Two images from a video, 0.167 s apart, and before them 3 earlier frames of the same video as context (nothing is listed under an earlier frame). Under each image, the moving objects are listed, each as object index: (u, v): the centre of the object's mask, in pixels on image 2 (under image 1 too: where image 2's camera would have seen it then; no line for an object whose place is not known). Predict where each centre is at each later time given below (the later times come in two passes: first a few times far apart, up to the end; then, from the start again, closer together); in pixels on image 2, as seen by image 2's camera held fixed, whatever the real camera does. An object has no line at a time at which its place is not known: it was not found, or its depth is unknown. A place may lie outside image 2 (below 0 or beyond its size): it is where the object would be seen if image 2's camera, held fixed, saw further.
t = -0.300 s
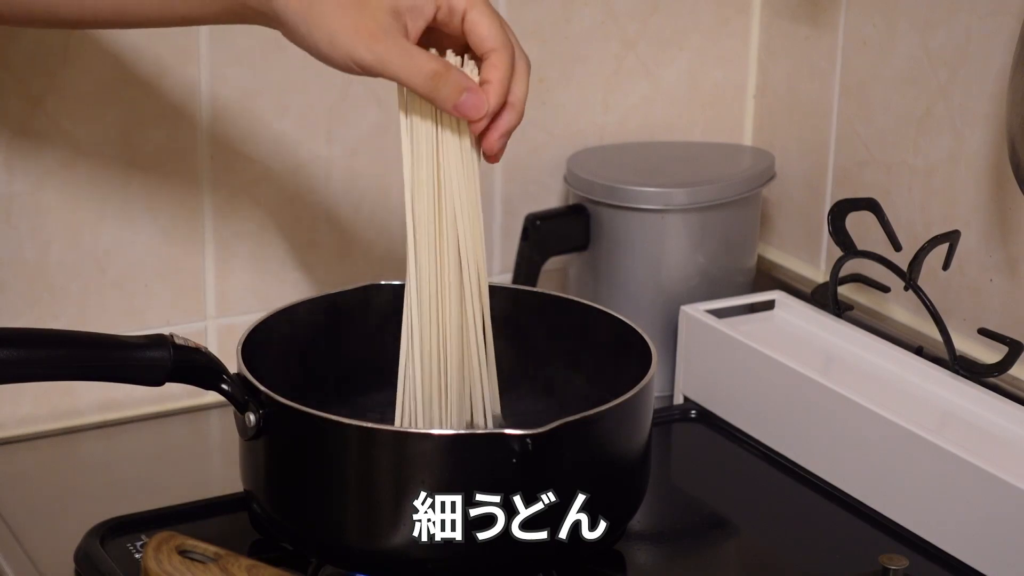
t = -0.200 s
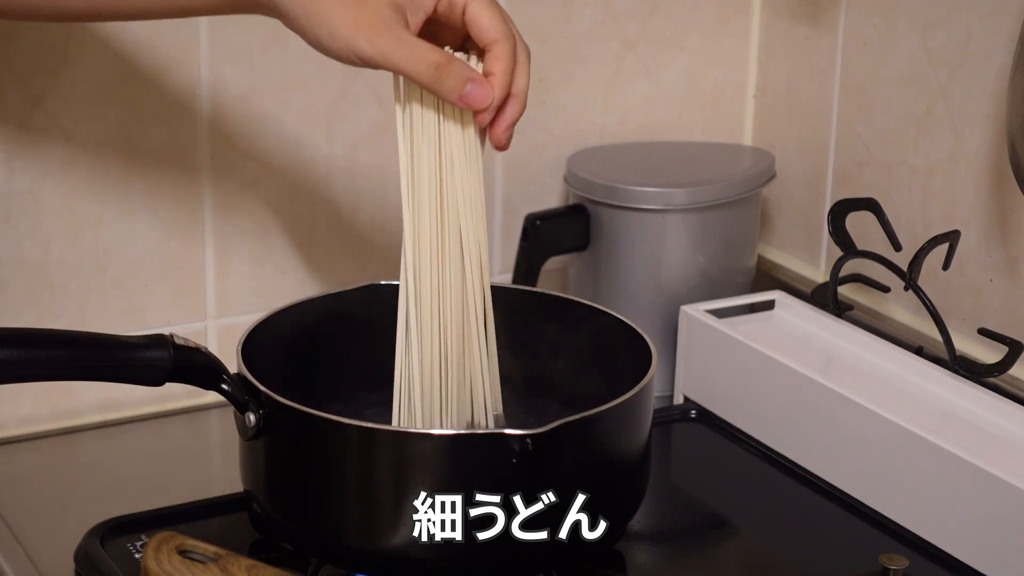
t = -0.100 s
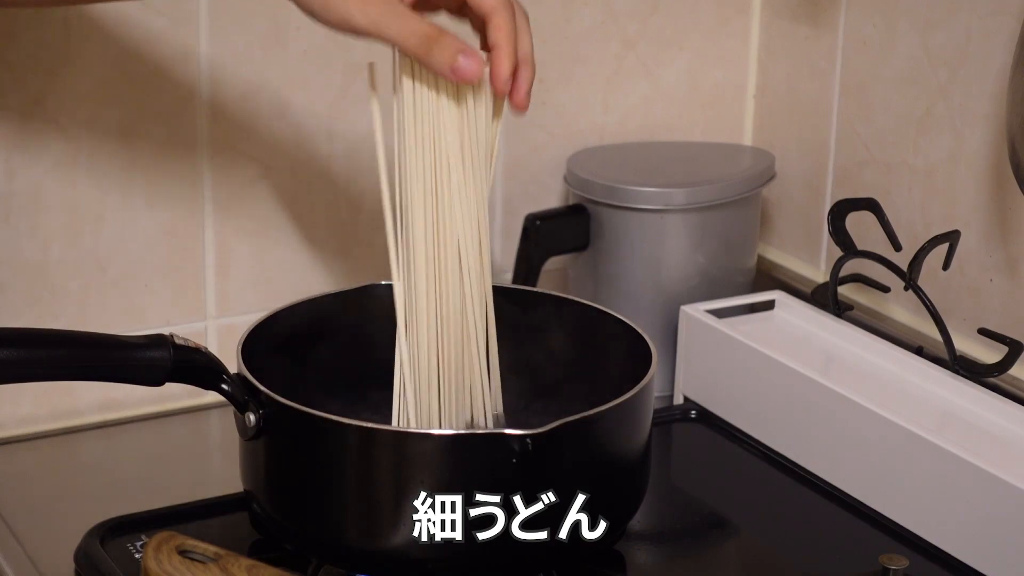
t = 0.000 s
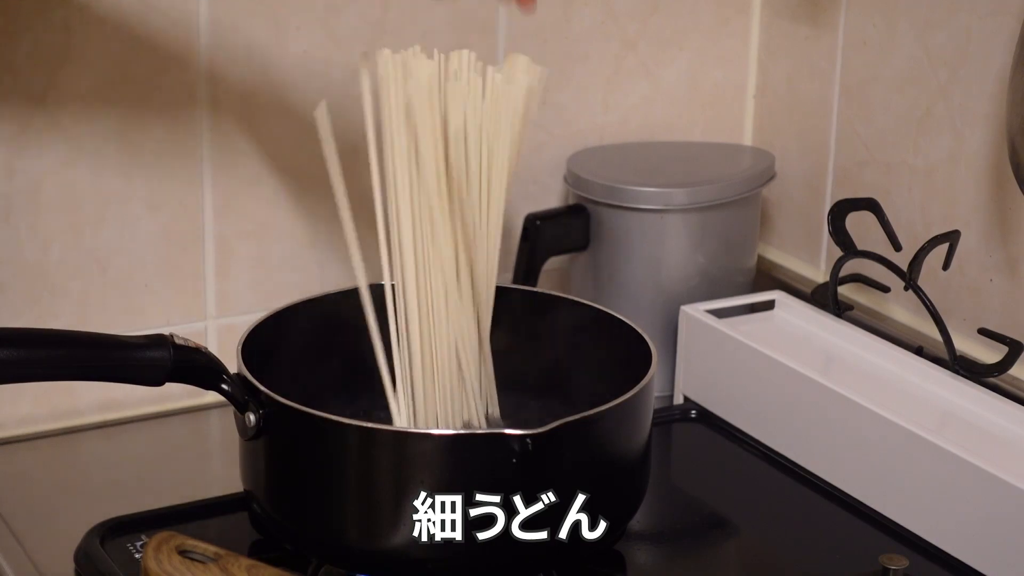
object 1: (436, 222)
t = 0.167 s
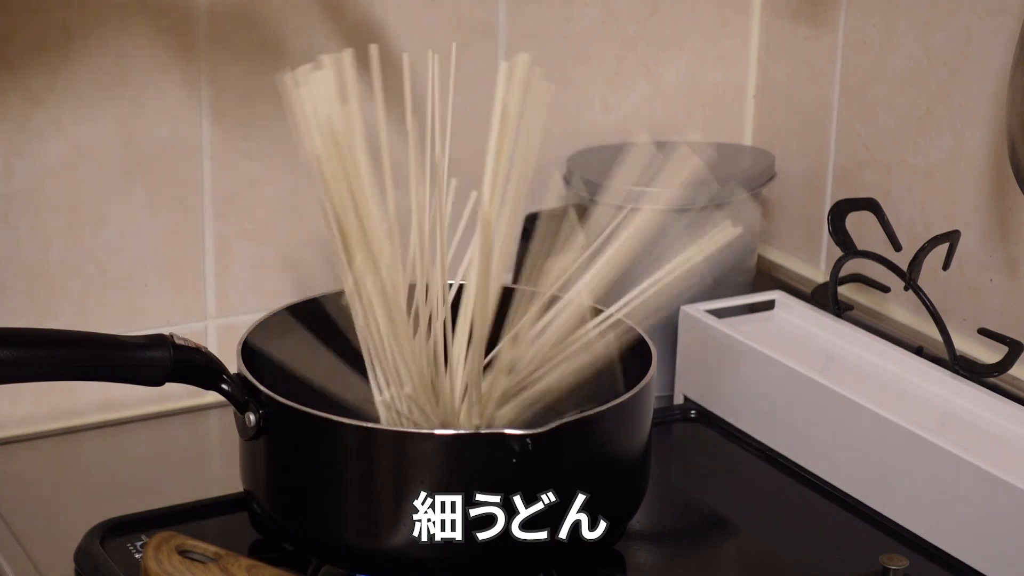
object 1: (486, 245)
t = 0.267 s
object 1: (438, 254)
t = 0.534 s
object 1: (428, 327)
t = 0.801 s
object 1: (439, 335)
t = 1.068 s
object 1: (437, 334)
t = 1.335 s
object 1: (435, 332)
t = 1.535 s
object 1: (436, 333)
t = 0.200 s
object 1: (476, 260)
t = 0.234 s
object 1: (462, 254)
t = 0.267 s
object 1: (438, 254)
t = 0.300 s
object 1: (436, 291)
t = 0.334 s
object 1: (436, 306)
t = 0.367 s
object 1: (435, 311)
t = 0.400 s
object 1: (421, 316)
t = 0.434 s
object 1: (442, 318)
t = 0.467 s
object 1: (431, 319)
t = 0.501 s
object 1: (425, 320)
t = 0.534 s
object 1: (428, 327)
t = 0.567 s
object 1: (435, 332)
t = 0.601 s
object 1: (436, 333)
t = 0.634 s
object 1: (433, 334)
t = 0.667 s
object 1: (434, 334)
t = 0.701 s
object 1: (438, 335)
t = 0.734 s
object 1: (437, 335)
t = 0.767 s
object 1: (438, 335)
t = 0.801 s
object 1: (439, 335)
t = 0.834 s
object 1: (438, 335)
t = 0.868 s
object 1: (438, 334)
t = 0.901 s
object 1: (437, 334)
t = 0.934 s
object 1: (438, 334)
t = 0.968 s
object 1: (438, 334)
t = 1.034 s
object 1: (438, 334)
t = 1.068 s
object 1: (437, 334)
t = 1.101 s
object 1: (437, 334)
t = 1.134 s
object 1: (437, 334)
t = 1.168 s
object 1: (436, 333)
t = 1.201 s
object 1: (435, 333)
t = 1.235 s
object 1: (437, 334)
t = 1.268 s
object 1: (435, 332)
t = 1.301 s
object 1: (435, 332)
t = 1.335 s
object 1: (435, 332)
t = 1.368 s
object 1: (434, 332)
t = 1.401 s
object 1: (434, 332)
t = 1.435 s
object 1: (435, 332)
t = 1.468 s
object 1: (434, 331)
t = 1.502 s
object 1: (436, 333)
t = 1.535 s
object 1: (436, 333)
